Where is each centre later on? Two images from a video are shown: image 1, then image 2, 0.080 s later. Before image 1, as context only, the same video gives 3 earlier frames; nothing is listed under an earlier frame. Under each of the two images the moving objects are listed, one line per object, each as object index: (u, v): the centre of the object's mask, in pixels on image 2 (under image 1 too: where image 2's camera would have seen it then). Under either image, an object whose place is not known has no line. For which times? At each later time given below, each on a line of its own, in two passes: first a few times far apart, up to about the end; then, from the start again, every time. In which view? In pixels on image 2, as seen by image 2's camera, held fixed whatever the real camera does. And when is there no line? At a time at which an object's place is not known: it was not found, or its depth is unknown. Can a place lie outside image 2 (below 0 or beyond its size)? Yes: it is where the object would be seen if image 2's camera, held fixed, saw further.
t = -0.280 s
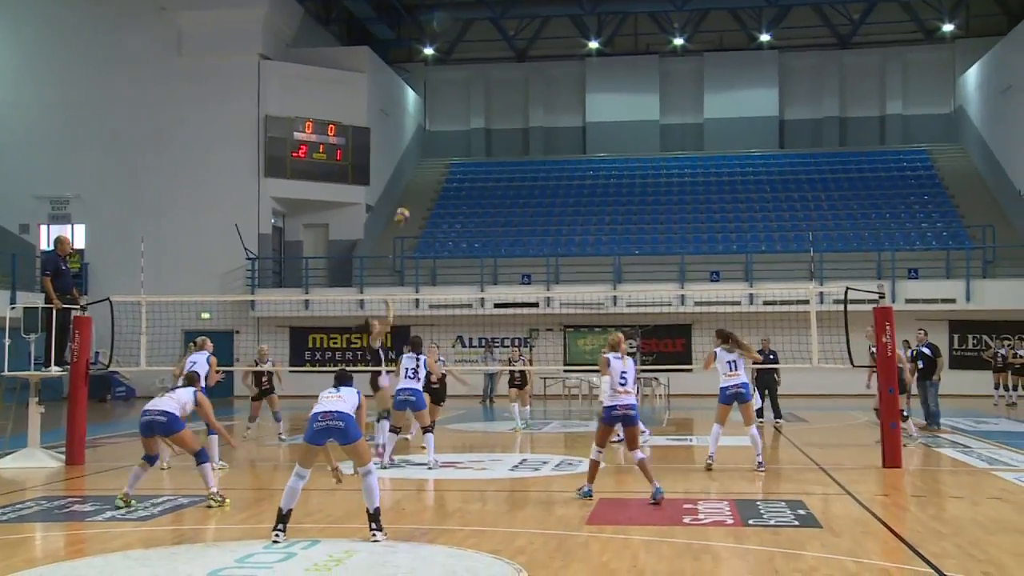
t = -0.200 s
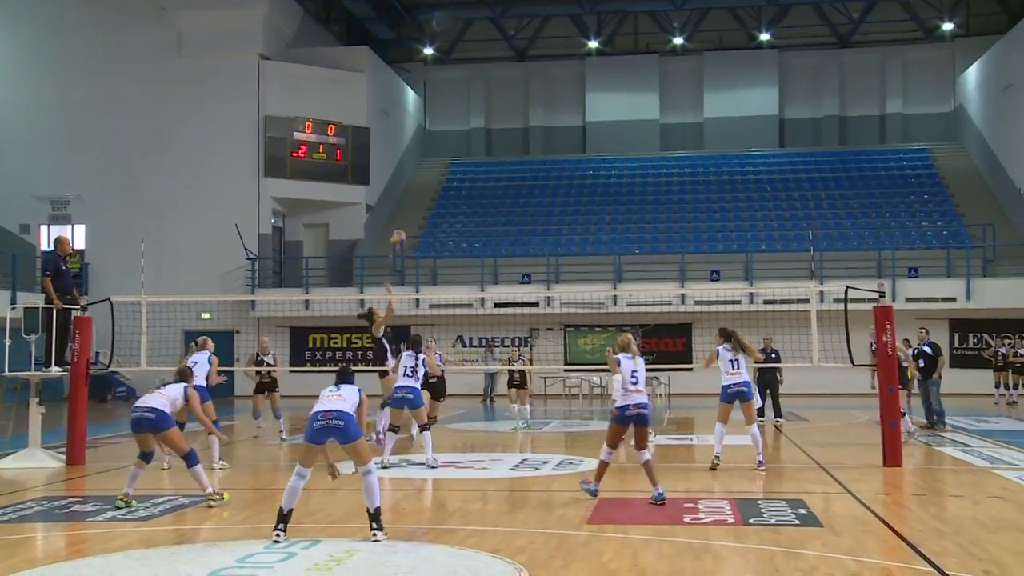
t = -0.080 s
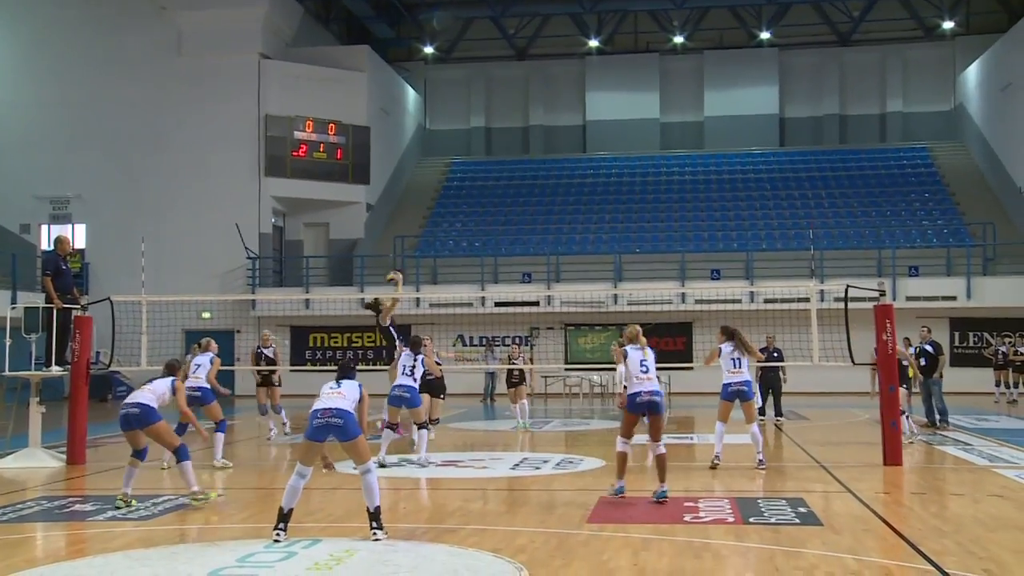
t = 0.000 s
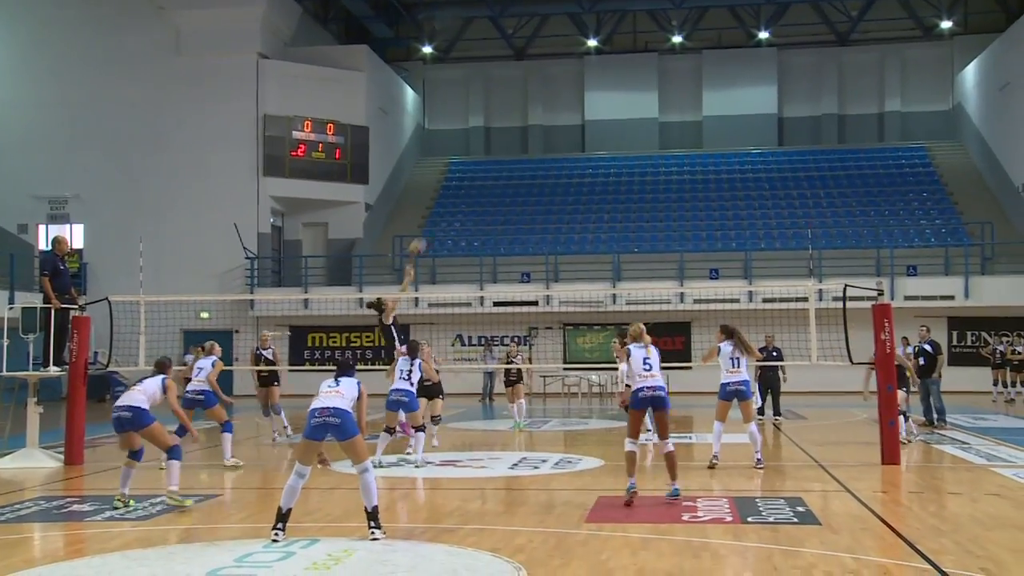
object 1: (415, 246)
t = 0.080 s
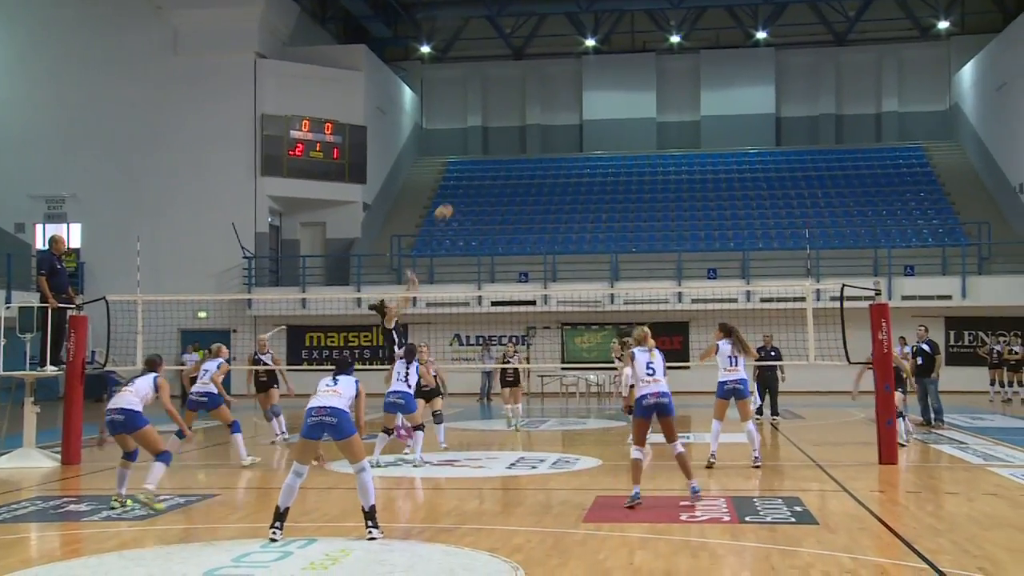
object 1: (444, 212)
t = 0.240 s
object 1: (498, 161)
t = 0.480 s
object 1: (575, 121)
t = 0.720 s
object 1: (650, 122)
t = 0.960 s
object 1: (721, 164)
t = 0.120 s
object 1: (457, 197)
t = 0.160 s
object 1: (471, 184)
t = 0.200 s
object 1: (484, 172)
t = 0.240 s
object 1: (498, 161)
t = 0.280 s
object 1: (511, 151)
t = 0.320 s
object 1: (524, 143)
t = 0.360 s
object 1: (536, 135)
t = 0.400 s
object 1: (549, 130)
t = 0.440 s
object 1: (562, 124)
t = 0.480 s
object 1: (575, 121)
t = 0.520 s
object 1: (588, 118)
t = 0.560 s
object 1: (600, 117)
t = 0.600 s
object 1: (612, 116)
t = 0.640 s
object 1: (625, 117)
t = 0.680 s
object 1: (637, 120)
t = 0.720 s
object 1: (650, 122)
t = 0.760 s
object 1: (662, 127)
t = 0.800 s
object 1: (674, 132)
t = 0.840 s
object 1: (686, 139)
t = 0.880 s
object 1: (698, 146)
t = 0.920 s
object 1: (710, 155)
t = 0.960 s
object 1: (721, 164)
